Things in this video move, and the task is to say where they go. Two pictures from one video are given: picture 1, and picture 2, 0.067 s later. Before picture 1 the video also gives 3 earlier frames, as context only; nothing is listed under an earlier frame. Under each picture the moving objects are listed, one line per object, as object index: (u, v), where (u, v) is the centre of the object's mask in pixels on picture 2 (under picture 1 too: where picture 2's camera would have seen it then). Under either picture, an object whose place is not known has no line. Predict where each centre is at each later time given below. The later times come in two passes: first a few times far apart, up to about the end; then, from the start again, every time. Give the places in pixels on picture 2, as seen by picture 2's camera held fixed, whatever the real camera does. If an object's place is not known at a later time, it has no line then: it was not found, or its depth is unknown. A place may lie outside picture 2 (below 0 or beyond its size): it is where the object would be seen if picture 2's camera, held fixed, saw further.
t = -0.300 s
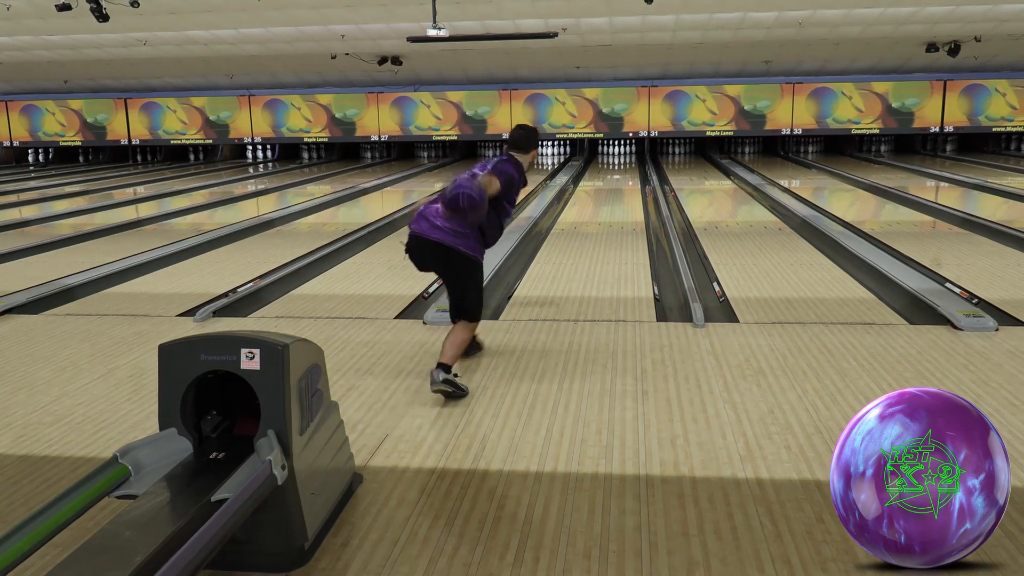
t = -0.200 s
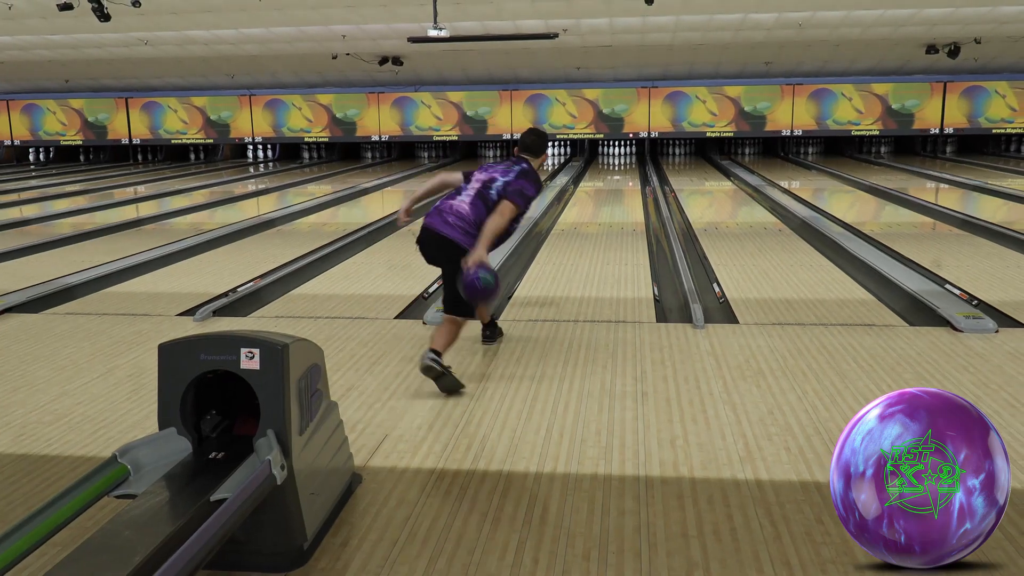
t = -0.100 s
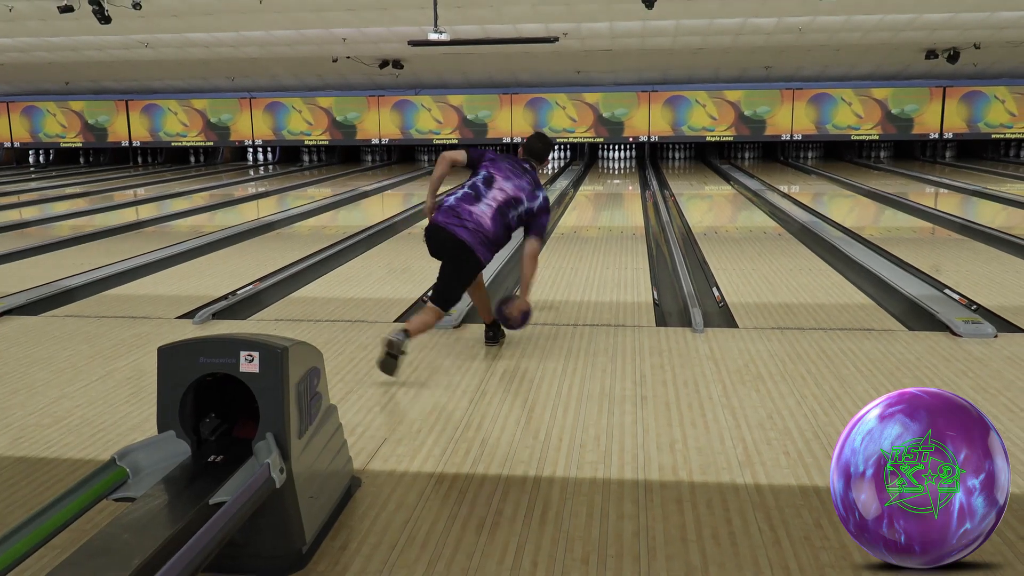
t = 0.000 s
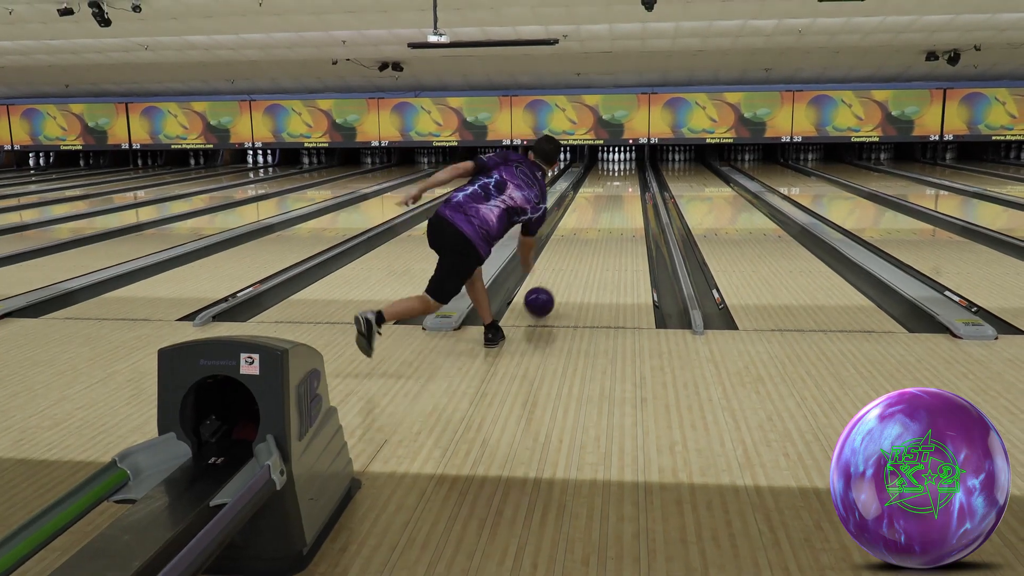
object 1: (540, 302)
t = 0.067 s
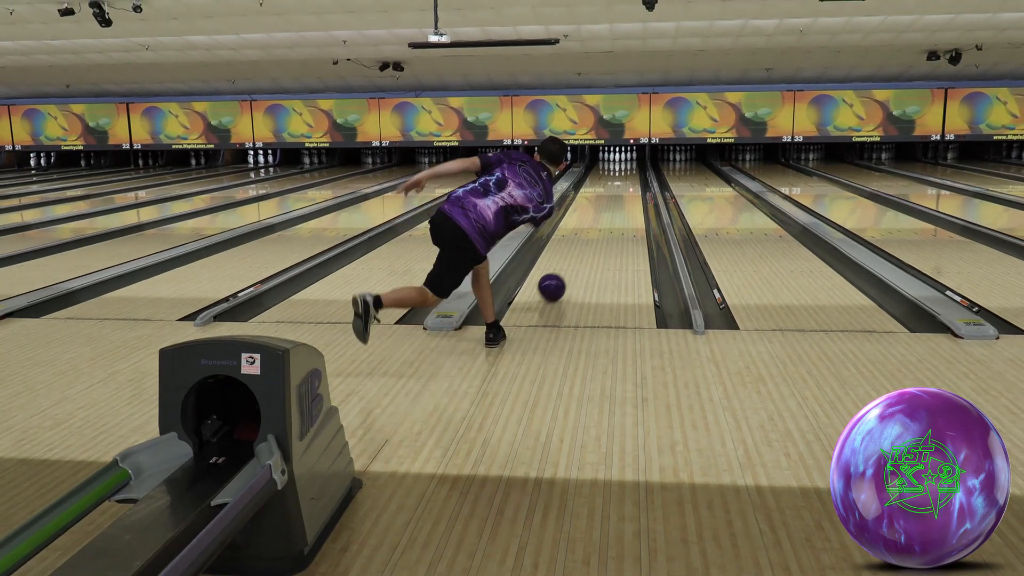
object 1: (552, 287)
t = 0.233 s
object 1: (572, 259)
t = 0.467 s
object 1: (593, 229)
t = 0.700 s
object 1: (608, 210)
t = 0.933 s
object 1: (618, 195)
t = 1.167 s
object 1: (625, 184)
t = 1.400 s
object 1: (629, 176)
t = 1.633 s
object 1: (631, 169)
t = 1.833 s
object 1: (630, 165)
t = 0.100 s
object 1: (557, 280)
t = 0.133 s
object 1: (562, 274)
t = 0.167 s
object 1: (564, 270)
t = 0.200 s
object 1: (568, 264)
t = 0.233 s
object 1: (572, 259)
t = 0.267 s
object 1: (576, 254)
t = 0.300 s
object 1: (579, 249)
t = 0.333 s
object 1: (582, 244)
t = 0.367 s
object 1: (586, 240)
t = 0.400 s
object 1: (588, 236)
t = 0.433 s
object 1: (591, 233)
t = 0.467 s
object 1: (593, 229)
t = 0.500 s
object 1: (596, 226)
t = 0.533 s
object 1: (598, 223)
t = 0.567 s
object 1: (600, 220)
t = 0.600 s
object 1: (602, 217)
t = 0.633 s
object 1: (604, 215)
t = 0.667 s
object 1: (606, 212)
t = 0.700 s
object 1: (608, 210)
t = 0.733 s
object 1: (609, 207)
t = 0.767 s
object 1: (611, 205)
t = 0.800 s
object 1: (612, 203)
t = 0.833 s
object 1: (614, 201)
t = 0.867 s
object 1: (615, 199)
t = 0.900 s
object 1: (617, 197)
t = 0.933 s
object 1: (618, 195)
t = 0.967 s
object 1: (619, 194)
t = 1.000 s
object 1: (620, 192)
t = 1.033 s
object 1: (621, 190)
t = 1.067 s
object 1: (622, 189)
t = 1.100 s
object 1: (623, 187)
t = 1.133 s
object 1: (624, 186)
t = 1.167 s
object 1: (625, 184)
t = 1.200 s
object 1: (626, 183)
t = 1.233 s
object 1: (626, 182)
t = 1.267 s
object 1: (627, 180)
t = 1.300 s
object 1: (627, 179)
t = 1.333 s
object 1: (628, 178)
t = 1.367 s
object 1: (629, 177)
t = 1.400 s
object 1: (629, 176)
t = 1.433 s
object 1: (629, 175)
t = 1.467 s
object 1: (630, 174)
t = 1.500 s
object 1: (630, 173)
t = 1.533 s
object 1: (630, 172)
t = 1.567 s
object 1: (630, 171)
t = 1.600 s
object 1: (631, 170)
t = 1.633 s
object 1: (631, 169)
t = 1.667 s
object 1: (631, 169)
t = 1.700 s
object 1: (631, 168)
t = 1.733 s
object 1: (631, 167)
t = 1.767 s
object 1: (631, 166)
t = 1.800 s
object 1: (631, 165)
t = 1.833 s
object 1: (630, 165)
